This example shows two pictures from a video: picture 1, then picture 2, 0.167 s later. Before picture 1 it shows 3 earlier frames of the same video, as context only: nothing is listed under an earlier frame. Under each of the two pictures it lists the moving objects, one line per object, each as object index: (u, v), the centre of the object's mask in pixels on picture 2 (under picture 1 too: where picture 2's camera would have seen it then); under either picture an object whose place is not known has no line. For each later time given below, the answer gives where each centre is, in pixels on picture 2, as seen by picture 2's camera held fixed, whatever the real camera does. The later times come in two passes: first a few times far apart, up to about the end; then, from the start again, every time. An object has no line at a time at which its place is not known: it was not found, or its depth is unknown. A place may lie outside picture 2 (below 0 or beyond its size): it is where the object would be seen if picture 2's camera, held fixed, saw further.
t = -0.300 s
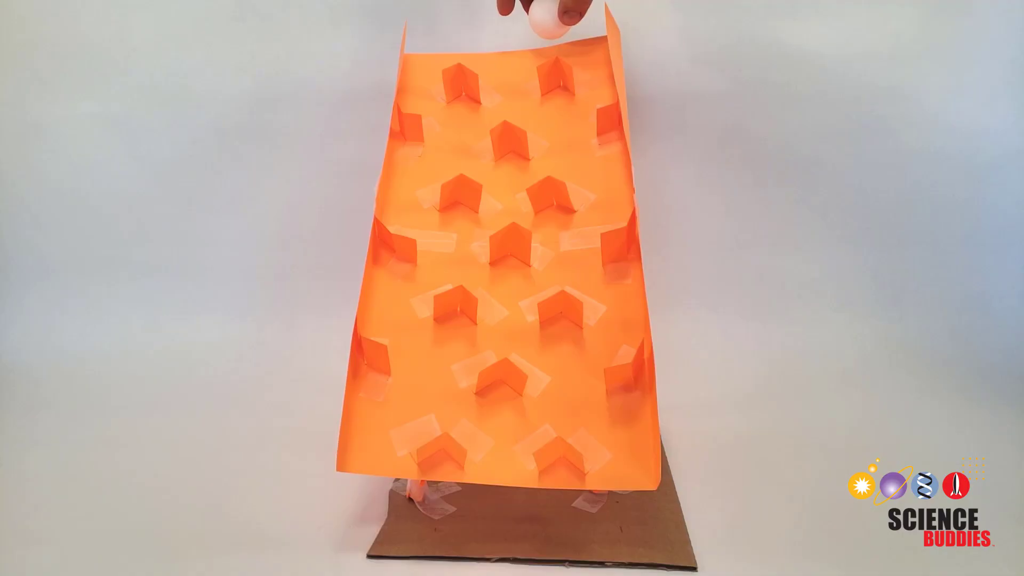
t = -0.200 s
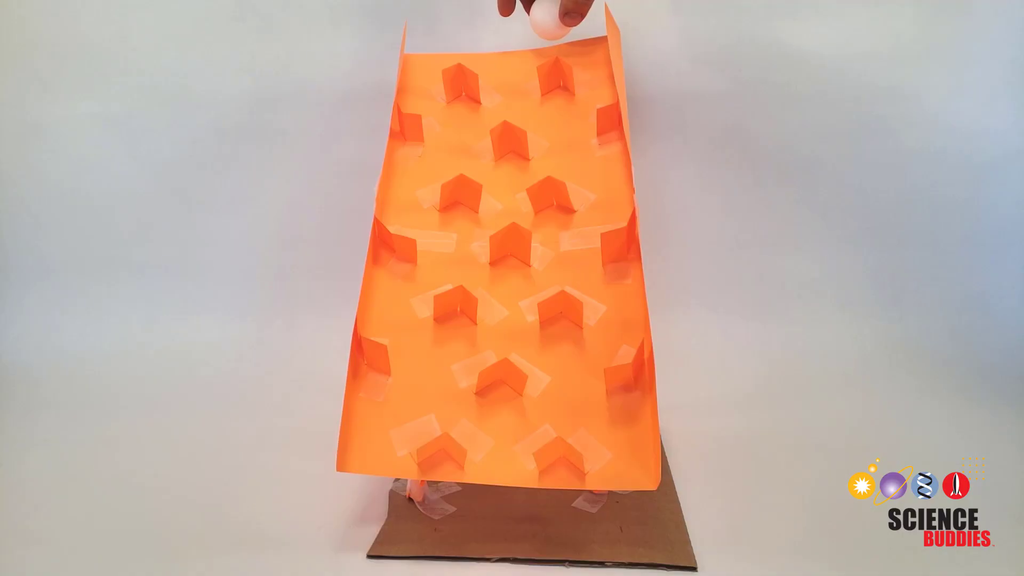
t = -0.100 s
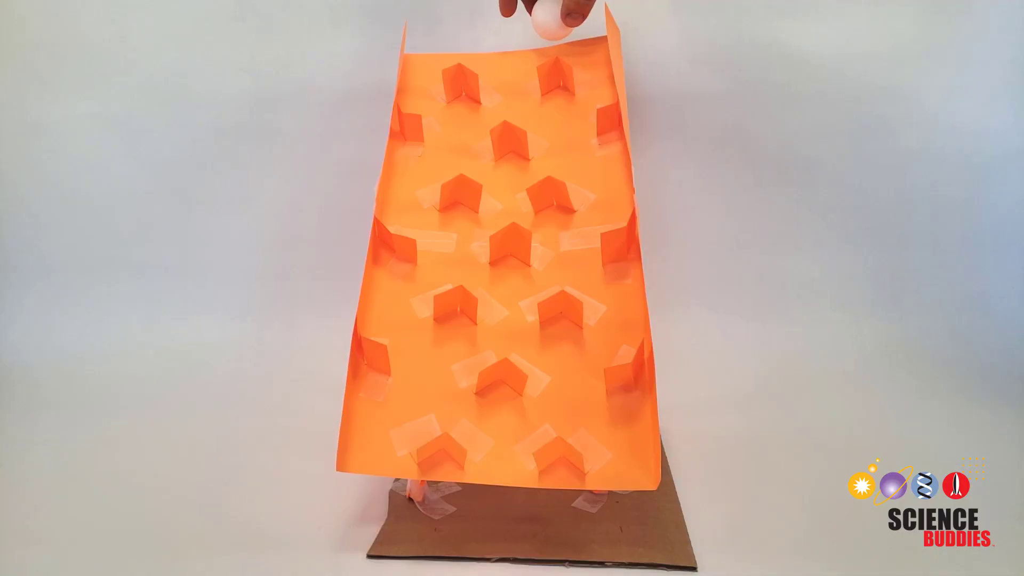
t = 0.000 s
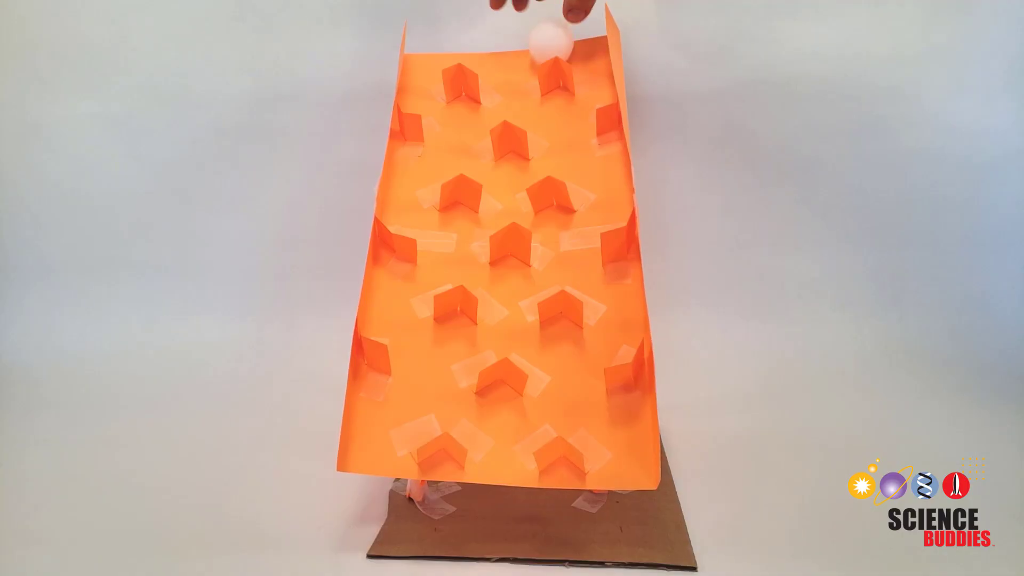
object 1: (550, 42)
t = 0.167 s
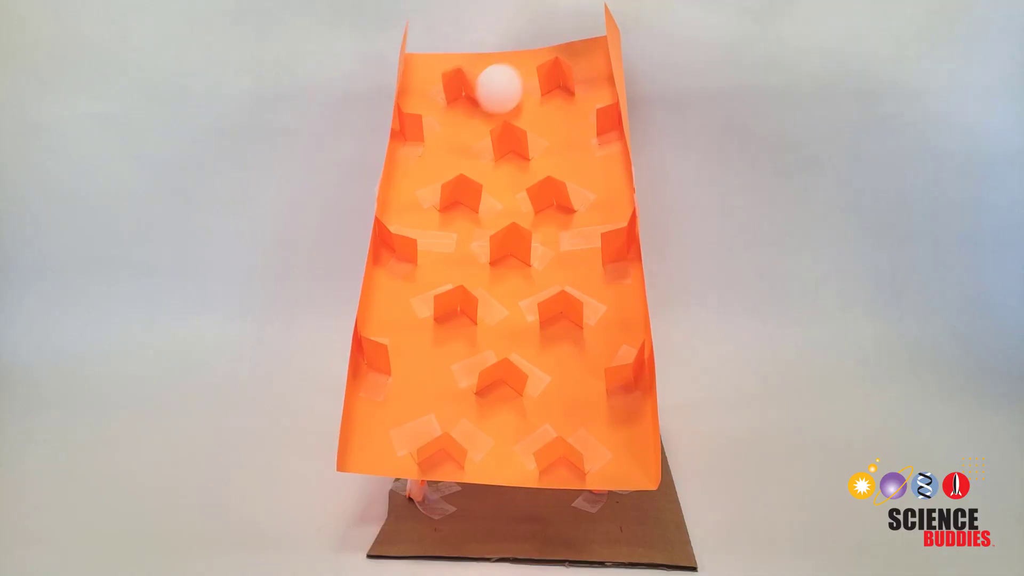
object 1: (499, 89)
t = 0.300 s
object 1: (537, 118)
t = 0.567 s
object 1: (603, 221)
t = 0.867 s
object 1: (582, 276)
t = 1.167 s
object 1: (554, 368)
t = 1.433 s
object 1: (543, 422)
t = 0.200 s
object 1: (503, 94)
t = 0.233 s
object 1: (516, 106)
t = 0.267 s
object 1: (525, 116)
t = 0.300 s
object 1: (537, 118)
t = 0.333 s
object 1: (547, 127)
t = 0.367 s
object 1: (555, 139)
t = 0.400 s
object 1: (565, 155)
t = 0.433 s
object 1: (576, 178)
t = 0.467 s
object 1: (594, 186)
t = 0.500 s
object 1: (614, 195)
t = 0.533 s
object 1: (609, 209)
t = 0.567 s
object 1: (603, 221)
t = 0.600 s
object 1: (588, 228)
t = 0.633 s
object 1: (573, 232)
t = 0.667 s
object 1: (558, 240)
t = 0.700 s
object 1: (551, 246)
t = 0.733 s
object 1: (560, 243)
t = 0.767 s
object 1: (567, 244)
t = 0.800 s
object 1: (572, 250)
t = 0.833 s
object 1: (577, 261)
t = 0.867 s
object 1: (582, 276)
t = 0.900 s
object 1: (593, 285)
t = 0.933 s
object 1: (610, 296)
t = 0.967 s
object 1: (621, 312)
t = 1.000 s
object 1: (619, 332)
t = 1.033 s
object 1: (612, 354)
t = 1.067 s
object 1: (591, 355)
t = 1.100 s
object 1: (566, 361)
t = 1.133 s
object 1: (543, 378)
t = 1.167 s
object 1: (554, 368)
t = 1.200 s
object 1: (565, 361)
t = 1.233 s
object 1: (575, 361)
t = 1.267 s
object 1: (583, 365)
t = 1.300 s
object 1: (582, 368)
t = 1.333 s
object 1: (574, 372)
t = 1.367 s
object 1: (565, 383)
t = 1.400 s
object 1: (555, 400)
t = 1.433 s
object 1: (543, 422)
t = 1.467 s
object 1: (523, 431)
